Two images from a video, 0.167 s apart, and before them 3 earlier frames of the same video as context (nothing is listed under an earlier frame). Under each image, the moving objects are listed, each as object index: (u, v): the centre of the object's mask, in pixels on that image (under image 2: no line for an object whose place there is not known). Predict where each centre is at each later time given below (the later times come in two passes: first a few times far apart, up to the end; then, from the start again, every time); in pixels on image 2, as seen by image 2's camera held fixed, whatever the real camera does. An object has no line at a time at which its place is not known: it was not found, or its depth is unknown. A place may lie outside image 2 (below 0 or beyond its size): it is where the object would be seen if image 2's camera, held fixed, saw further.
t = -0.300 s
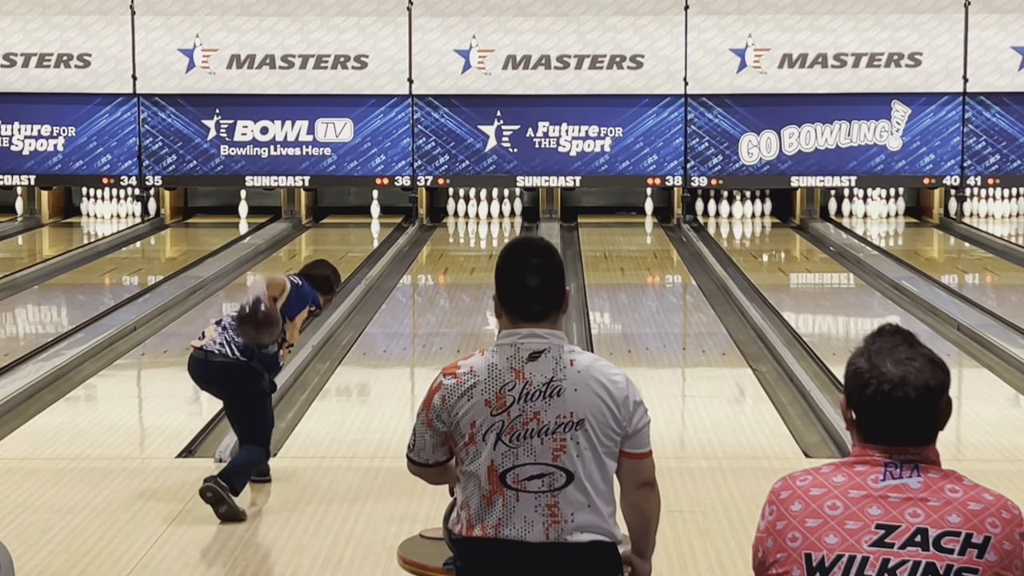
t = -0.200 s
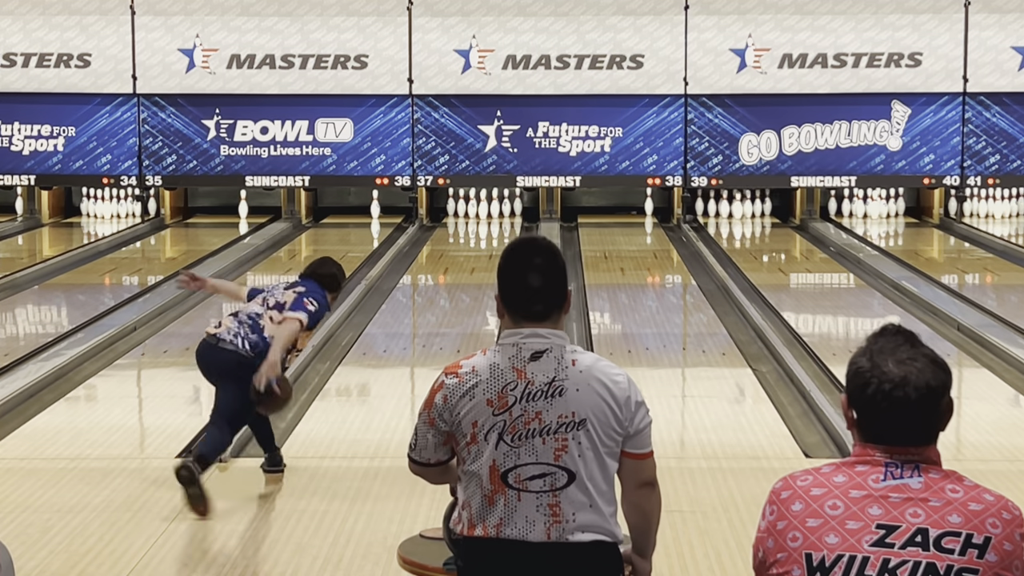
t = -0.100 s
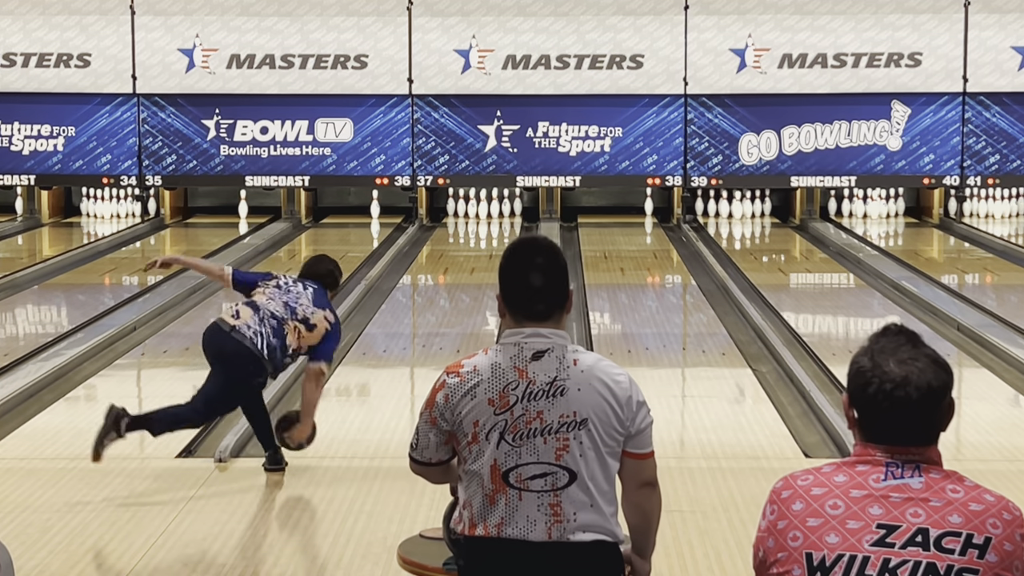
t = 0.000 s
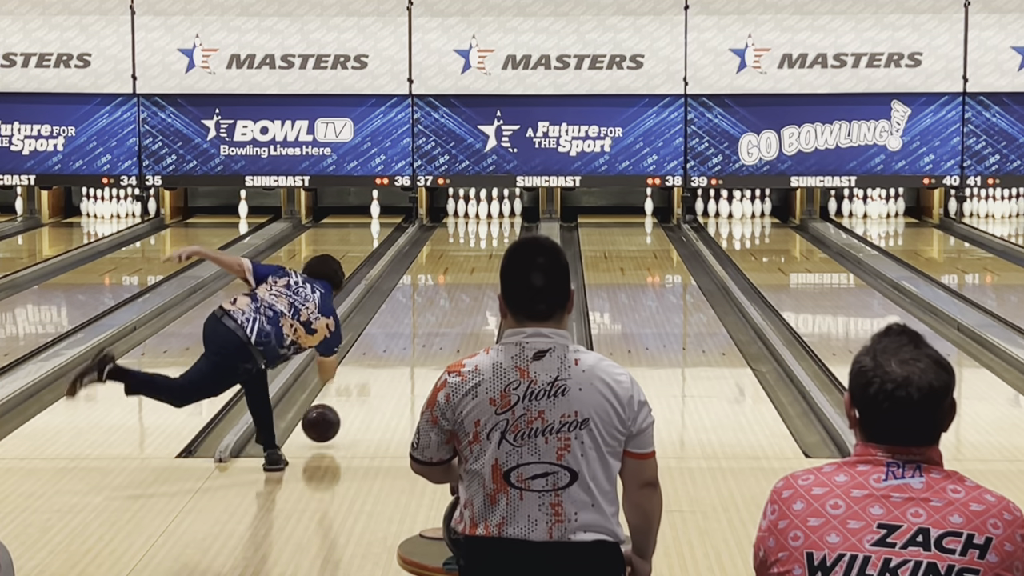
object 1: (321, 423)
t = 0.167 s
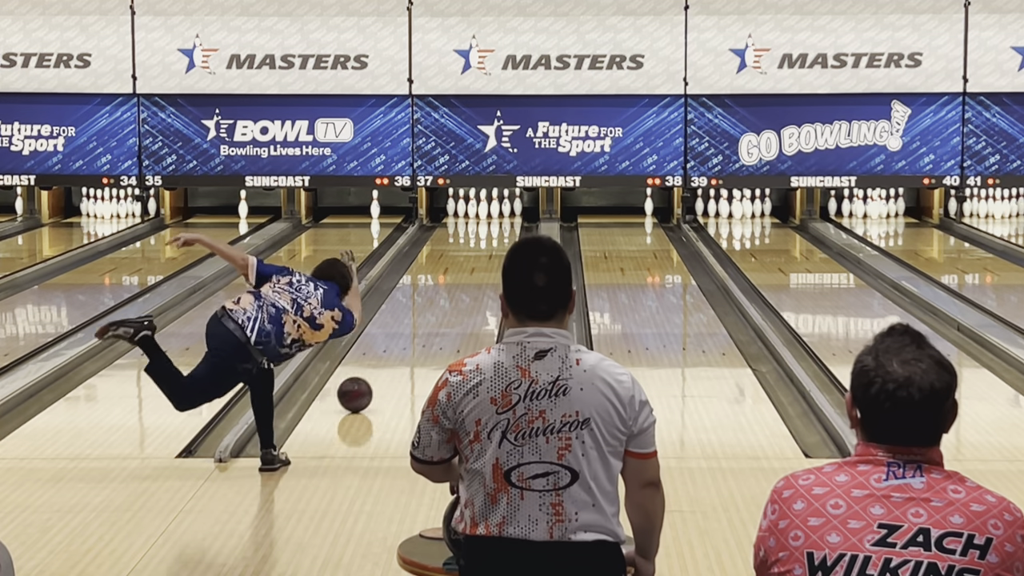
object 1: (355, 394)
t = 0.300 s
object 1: (377, 371)
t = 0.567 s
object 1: (414, 335)
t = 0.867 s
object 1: (444, 303)
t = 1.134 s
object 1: (465, 281)
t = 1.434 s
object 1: (483, 260)
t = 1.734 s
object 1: (495, 243)
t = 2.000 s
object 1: (500, 230)
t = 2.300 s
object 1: (497, 219)
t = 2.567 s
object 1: (494, 211)
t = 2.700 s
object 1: (494, 209)
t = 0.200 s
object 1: (360, 388)
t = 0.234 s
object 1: (366, 382)
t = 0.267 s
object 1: (372, 377)
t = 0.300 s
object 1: (377, 371)
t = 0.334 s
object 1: (382, 366)
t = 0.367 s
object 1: (388, 361)
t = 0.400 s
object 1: (392, 356)
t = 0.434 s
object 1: (397, 352)
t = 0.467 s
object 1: (401, 347)
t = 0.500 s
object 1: (406, 343)
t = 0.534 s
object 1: (410, 339)
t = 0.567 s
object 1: (414, 335)
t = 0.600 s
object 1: (418, 331)
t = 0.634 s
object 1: (421, 327)
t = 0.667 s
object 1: (425, 323)
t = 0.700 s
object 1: (428, 320)
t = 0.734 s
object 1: (432, 316)
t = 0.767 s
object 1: (435, 313)
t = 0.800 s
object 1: (438, 310)
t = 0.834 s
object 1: (441, 306)
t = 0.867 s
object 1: (444, 303)
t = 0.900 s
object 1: (447, 300)
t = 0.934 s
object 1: (450, 297)
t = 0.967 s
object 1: (453, 294)
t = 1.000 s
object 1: (455, 292)
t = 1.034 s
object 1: (458, 289)
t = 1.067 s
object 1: (461, 286)
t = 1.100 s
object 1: (463, 283)
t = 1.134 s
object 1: (465, 281)
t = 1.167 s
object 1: (467, 279)
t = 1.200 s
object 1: (470, 276)
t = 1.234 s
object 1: (472, 273)
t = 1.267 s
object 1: (474, 271)
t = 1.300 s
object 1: (476, 269)
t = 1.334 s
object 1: (478, 267)
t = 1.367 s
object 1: (479, 264)
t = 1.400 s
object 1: (481, 262)
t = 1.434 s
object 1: (483, 260)
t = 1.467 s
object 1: (485, 258)
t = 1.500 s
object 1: (486, 256)
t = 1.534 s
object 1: (488, 254)
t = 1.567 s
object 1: (490, 252)
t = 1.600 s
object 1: (491, 250)
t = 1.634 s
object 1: (492, 248)
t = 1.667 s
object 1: (493, 247)
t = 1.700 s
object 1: (494, 245)
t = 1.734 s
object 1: (495, 243)
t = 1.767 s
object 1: (496, 241)
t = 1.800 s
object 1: (497, 240)
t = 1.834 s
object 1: (498, 238)
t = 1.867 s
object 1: (499, 236)
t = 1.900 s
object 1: (499, 235)
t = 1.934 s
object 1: (500, 233)
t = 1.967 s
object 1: (500, 232)
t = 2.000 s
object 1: (500, 230)
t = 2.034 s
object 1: (500, 229)
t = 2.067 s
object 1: (500, 228)
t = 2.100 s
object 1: (501, 226)
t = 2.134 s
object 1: (500, 225)
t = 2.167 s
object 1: (500, 224)
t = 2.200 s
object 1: (499, 222)
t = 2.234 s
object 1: (499, 221)
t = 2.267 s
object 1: (498, 220)
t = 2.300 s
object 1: (497, 219)
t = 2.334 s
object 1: (497, 218)
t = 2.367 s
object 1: (496, 216)
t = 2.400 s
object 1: (495, 215)
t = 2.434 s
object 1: (494, 214)
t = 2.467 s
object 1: (492, 213)
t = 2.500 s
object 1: (492, 212)
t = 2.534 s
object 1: (493, 211)
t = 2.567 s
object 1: (494, 211)
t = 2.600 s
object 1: (494, 210)
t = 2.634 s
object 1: (494, 211)
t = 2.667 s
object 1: (494, 210)
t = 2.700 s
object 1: (494, 209)
